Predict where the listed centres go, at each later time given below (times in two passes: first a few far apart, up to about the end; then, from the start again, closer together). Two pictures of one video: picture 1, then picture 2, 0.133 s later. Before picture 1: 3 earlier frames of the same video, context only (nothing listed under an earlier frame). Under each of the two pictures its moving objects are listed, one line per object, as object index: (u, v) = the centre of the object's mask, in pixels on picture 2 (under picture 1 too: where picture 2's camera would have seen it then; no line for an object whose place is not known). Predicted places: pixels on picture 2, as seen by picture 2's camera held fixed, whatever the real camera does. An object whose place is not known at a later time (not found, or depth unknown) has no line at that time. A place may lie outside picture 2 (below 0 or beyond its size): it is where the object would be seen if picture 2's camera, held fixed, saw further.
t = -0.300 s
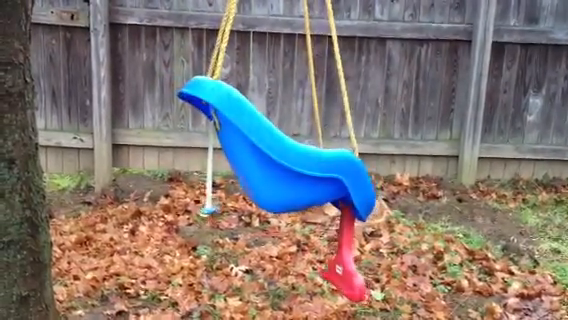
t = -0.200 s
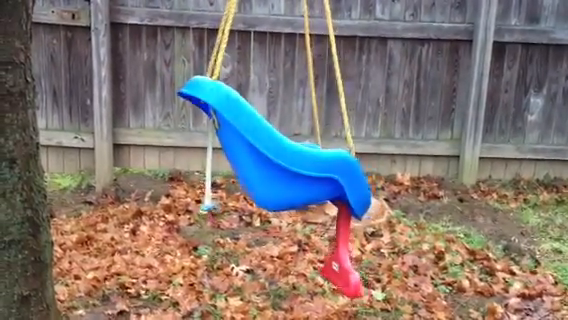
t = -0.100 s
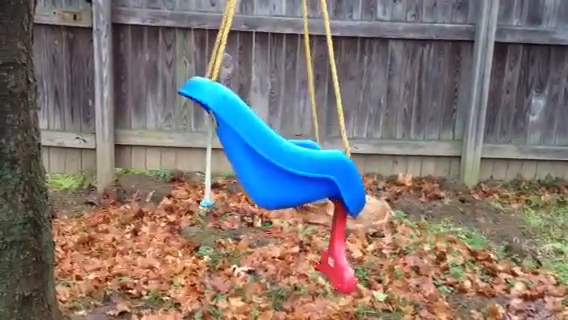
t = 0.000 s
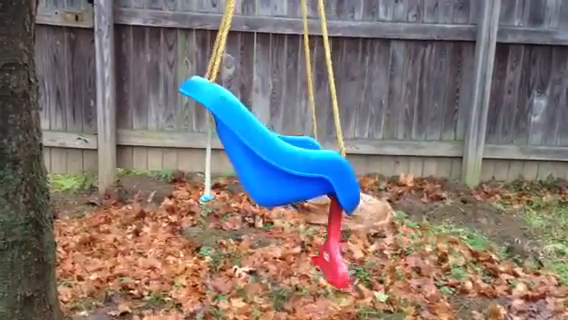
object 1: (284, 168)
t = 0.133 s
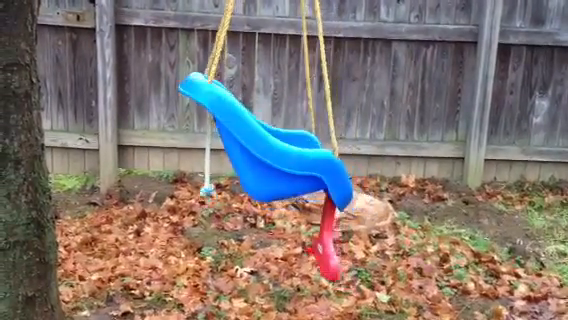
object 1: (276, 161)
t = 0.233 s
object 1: (272, 156)
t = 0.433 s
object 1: (262, 146)
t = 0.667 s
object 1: (260, 143)
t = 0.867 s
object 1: (263, 149)
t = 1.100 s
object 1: (273, 162)
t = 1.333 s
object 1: (282, 169)
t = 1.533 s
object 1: (288, 170)
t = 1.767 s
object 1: (290, 170)
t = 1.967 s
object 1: (288, 170)
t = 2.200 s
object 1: (279, 167)
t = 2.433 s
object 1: (271, 160)
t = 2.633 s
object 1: (265, 152)
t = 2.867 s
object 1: (264, 148)
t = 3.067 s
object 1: (267, 151)
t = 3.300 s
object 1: (276, 159)
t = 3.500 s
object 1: (284, 165)
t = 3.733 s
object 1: (291, 168)
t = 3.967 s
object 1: (292, 169)
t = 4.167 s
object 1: (287, 169)
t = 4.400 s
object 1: (277, 167)
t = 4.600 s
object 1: (269, 162)
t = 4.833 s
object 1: (260, 153)
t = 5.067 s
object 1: (258, 149)
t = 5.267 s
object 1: (263, 152)
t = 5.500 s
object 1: (276, 161)
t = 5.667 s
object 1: (285, 166)
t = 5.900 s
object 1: (296, 170)
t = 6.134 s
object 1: (299, 171)
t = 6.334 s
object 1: (296, 171)
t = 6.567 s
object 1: (287, 170)
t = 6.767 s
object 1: (274, 164)
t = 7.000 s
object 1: (259, 151)
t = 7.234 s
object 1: (251, 145)
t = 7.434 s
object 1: (251, 147)
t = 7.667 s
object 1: (262, 156)
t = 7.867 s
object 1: (275, 164)
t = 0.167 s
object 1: (275, 160)
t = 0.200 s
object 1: (273, 158)
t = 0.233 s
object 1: (272, 156)
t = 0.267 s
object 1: (270, 154)
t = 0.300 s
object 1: (268, 152)
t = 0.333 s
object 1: (267, 150)
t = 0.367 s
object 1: (265, 149)
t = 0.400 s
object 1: (264, 147)
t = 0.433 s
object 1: (262, 146)
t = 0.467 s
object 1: (262, 145)
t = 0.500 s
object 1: (261, 144)
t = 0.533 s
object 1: (261, 144)
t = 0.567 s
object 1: (260, 143)
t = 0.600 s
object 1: (260, 143)
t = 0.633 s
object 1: (260, 143)
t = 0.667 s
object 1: (260, 143)
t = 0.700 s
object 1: (260, 143)
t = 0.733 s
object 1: (260, 144)
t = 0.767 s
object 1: (261, 145)
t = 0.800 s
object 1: (262, 146)
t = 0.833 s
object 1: (262, 147)
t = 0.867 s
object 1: (263, 149)
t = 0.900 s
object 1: (265, 150)
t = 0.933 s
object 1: (266, 152)
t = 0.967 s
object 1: (267, 154)
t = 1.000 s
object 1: (269, 156)
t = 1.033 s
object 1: (270, 157)
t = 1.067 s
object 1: (271, 160)
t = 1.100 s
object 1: (273, 162)
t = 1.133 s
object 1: (275, 163)
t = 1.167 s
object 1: (275, 163)
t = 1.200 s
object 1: (277, 165)
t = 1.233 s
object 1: (279, 166)
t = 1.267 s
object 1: (280, 167)
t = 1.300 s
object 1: (280, 168)
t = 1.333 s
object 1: (282, 169)
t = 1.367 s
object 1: (284, 169)
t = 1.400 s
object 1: (284, 169)
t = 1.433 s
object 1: (285, 170)
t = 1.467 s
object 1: (286, 170)
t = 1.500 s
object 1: (287, 170)
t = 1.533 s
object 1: (288, 170)
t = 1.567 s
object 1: (289, 170)
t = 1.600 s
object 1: (289, 171)
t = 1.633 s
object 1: (290, 170)
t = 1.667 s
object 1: (290, 170)
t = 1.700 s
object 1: (291, 171)
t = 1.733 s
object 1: (291, 171)
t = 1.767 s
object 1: (290, 170)
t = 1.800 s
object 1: (291, 170)
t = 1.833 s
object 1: (290, 170)
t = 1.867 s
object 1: (290, 171)
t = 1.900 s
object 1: (290, 171)
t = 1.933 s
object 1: (289, 171)
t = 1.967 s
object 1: (288, 170)
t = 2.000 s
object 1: (287, 170)
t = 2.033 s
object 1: (287, 170)
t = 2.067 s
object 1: (285, 170)
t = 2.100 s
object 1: (284, 169)
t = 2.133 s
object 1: (283, 169)
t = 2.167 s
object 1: (281, 168)
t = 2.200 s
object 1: (279, 167)
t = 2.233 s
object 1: (278, 167)
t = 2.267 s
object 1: (277, 165)
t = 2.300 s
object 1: (276, 165)
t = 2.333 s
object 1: (274, 163)
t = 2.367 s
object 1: (273, 163)
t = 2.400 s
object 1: (272, 161)
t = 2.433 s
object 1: (271, 160)
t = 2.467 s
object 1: (269, 158)
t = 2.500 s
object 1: (268, 157)
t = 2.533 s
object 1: (267, 156)
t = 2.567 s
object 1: (266, 154)
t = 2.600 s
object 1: (265, 153)
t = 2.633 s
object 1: (265, 152)
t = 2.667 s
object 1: (264, 151)
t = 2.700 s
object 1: (263, 150)
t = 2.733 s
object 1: (263, 150)
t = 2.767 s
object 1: (263, 149)
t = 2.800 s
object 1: (263, 149)
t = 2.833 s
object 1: (263, 149)
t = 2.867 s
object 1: (264, 148)
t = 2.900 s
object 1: (264, 149)
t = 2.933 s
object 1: (265, 149)
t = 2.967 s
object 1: (265, 150)
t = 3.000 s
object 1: (266, 150)
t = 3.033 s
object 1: (266, 151)
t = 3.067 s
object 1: (267, 151)
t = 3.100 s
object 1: (269, 153)
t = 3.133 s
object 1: (270, 154)
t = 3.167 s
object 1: (271, 155)
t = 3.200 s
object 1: (272, 156)
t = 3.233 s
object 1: (274, 157)
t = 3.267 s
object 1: (275, 158)
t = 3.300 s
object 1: (276, 159)
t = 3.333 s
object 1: (277, 160)
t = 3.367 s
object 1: (278, 161)
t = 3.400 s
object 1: (280, 162)
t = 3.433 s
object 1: (281, 163)
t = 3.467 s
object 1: (282, 164)
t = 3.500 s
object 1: (284, 165)
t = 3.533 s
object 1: (285, 166)
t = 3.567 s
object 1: (286, 166)
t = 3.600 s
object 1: (287, 167)
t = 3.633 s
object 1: (288, 167)
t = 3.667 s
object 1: (289, 168)
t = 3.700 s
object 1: (290, 168)
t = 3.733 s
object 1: (291, 168)
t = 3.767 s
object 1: (291, 169)
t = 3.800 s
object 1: (292, 169)
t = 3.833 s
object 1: (292, 169)
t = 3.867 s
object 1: (292, 169)
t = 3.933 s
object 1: (292, 170)
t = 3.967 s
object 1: (292, 169)
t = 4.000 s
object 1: (292, 169)
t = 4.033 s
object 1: (291, 169)
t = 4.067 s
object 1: (290, 169)
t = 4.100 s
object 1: (289, 169)
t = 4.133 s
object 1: (288, 169)
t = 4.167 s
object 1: (287, 169)
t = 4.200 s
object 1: (286, 169)
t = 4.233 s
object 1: (284, 169)
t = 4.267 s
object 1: (283, 168)
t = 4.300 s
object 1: (281, 168)
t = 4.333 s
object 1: (280, 167)
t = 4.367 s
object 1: (278, 167)
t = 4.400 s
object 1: (277, 167)
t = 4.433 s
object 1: (275, 166)
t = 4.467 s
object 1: (274, 165)
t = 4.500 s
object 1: (273, 165)
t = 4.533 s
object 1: (271, 164)
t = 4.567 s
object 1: (270, 163)
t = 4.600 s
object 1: (269, 162)
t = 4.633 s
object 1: (267, 161)
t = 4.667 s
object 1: (266, 160)
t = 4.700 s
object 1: (265, 159)
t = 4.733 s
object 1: (263, 157)
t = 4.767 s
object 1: (262, 156)
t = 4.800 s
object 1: (261, 154)
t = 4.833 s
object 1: (260, 153)
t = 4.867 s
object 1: (259, 152)
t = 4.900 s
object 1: (259, 151)
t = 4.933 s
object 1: (258, 150)
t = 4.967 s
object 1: (258, 150)
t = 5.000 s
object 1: (258, 149)
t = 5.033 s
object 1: (258, 149)
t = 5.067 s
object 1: (258, 149)
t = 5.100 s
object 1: (258, 149)
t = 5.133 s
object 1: (259, 149)
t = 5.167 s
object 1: (260, 149)
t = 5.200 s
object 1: (261, 150)
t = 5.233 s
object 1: (262, 151)
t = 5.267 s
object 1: (263, 152)
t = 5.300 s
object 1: (265, 153)
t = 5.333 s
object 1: (267, 154)
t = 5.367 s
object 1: (268, 155)
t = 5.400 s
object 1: (269, 156)
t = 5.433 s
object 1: (272, 158)
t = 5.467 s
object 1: (274, 159)
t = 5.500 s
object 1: (276, 161)
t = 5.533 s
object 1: (277, 162)
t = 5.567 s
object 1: (280, 163)
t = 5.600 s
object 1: (282, 164)
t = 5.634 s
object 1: (284, 165)
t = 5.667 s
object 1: (285, 166)
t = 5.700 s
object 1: (287, 167)
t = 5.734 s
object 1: (288, 168)
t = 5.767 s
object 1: (290, 168)
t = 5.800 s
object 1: (291, 169)
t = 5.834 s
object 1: (293, 169)
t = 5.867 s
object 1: (294, 170)
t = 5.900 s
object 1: (296, 170)
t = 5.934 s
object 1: (297, 171)
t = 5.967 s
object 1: (297, 171)
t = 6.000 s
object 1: (298, 171)
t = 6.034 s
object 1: (299, 171)
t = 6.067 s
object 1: (299, 171)
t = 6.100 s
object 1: (299, 171)
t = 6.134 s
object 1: (299, 171)
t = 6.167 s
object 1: (299, 171)
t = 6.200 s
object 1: (299, 171)
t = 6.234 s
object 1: (299, 172)
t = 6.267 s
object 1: (298, 172)
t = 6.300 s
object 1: (297, 172)
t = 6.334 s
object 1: (296, 171)
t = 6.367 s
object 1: (295, 171)
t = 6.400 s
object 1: (294, 171)
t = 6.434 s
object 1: (293, 171)
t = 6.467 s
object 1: (291, 171)
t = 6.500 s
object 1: (290, 171)
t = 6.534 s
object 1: (288, 170)
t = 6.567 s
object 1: (287, 170)
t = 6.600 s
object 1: (285, 170)
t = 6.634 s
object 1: (283, 169)
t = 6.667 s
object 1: (281, 168)
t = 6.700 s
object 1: (278, 166)
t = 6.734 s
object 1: (276, 166)
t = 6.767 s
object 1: (274, 164)
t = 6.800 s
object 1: (271, 163)
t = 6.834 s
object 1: (268, 159)
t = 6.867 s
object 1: (266, 158)
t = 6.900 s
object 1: (264, 157)
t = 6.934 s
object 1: (263, 154)
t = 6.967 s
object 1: (260, 152)
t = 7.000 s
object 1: (259, 151)
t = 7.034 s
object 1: (256, 150)
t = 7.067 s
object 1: (255, 149)
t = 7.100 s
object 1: (254, 148)
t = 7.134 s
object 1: (253, 147)
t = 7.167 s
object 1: (252, 146)
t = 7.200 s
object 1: (252, 145)
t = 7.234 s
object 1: (251, 145)
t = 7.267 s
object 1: (250, 145)
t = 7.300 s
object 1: (250, 145)
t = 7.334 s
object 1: (250, 145)
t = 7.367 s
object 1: (251, 146)
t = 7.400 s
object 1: (251, 146)
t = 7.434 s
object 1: (251, 147)
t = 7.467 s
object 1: (252, 148)
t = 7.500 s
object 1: (254, 148)
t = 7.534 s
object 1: (255, 149)
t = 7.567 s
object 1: (257, 151)
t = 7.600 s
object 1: (259, 152)
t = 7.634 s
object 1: (260, 153)
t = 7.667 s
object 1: (262, 156)
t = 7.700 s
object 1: (264, 158)
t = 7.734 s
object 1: (266, 158)
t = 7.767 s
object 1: (269, 160)
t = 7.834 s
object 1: (274, 162)
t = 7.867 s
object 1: (275, 164)
